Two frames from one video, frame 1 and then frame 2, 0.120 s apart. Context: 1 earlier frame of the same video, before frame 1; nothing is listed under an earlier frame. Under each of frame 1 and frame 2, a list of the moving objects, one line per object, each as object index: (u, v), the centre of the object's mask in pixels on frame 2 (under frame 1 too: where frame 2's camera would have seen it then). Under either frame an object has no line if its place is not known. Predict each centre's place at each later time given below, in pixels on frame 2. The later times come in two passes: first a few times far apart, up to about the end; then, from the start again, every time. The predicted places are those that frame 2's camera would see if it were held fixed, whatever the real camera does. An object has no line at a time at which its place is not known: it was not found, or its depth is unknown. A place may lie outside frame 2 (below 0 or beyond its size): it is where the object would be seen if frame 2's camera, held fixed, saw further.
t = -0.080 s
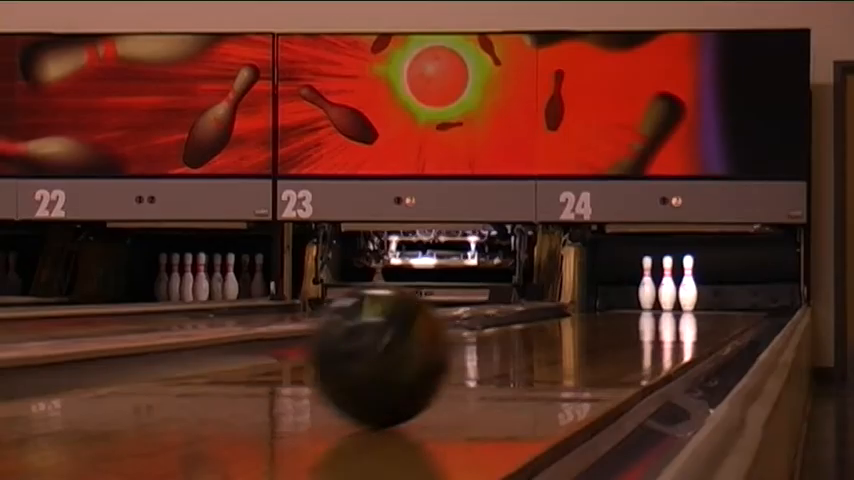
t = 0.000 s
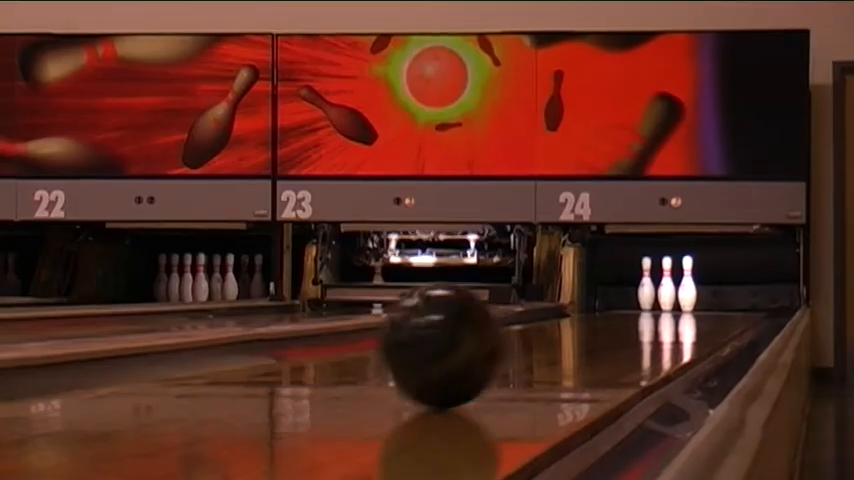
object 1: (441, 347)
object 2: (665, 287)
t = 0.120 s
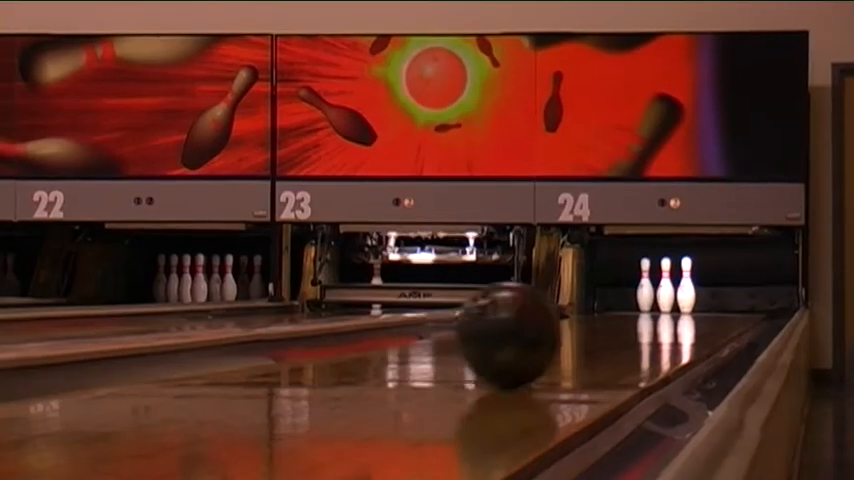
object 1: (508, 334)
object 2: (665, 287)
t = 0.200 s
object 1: (542, 331)
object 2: (665, 287)
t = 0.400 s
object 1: (603, 322)
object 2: (665, 287)
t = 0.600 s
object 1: (641, 316)
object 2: (666, 279)
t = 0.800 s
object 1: (666, 312)
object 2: (665, 271)
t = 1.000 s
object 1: (682, 308)
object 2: (664, 277)
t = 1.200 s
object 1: (692, 305)
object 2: (665, 287)
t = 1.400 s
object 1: (699, 304)
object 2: (665, 287)
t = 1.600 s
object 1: (699, 302)
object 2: (665, 287)
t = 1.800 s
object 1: (696, 300)
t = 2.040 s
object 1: (688, 298)
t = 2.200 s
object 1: (684, 293)
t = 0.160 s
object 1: (525, 332)
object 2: (665, 287)
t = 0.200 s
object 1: (542, 331)
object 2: (665, 287)
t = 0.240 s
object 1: (557, 329)
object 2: (665, 287)
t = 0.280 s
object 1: (570, 327)
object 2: (665, 287)
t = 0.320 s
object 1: (583, 325)
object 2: (665, 287)
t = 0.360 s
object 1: (592, 324)
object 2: (665, 287)
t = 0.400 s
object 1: (603, 322)
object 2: (665, 287)
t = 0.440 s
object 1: (612, 320)
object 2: (665, 287)
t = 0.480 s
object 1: (620, 319)
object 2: (665, 287)
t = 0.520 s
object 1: (628, 318)
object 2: (665, 286)
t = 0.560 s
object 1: (634, 317)
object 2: (666, 283)
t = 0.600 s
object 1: (641, 316)
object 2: (666, 279)
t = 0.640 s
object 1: (648, 314)
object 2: (666, 276)
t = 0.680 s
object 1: (653, 314)
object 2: (666, 273)
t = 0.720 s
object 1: (658, 313)
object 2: (666, 271)
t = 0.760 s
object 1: (663, 312)
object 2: (666, 271)
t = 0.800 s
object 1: (666, 312)
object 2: (665, 271)
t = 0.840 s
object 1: (670, 311)
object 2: (665, 271)
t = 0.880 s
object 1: (674, 310)
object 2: (665, 272)
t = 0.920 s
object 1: (677, 309)
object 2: (665, 273)
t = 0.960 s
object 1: (679, 309)
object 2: (664, 275)
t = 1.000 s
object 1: (682, 308)
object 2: (664, 277)
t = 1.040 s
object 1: (685, 307)
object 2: (664, 280)
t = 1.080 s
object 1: (687, 307)
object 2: (664, 283)
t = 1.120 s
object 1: (689, 306)
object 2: (664, 284)
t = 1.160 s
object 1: (691, 306)
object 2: (664, 286)
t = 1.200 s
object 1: (692, 305)
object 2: (665, 287)
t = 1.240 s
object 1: (693, 305)
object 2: (665, 287)
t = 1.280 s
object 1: (695, 304)
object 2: (665, 287)
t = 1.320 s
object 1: (697, 304)
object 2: (665, 287)
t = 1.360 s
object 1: (697, 304)
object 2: (665, 287)
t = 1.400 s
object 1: (699, 304)
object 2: (665, 287)
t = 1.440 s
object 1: (699, 303)
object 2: (665, 287)
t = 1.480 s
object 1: (699, 303)
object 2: (665, 287)
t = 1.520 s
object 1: (700, 303)
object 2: (665, 287)
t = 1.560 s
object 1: (699, 303)
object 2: (665, 287)
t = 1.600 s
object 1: (699, 302)
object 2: (665, 287)
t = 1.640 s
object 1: (698, 302)
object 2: (665, 287)
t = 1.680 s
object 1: (698, 302)
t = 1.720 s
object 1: (697, 301)
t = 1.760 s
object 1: (696, 300)
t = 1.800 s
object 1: (696, 300)
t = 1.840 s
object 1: (695, 300)
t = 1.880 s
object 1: (692, 300)
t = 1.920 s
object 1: (692, 299)
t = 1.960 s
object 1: (690, 299)
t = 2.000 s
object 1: (689, 299)
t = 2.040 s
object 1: (688, 298)
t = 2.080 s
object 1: (686, 296)
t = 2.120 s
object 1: (686, 293)
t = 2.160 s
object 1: (685, 295)
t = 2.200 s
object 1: (684, 293)
